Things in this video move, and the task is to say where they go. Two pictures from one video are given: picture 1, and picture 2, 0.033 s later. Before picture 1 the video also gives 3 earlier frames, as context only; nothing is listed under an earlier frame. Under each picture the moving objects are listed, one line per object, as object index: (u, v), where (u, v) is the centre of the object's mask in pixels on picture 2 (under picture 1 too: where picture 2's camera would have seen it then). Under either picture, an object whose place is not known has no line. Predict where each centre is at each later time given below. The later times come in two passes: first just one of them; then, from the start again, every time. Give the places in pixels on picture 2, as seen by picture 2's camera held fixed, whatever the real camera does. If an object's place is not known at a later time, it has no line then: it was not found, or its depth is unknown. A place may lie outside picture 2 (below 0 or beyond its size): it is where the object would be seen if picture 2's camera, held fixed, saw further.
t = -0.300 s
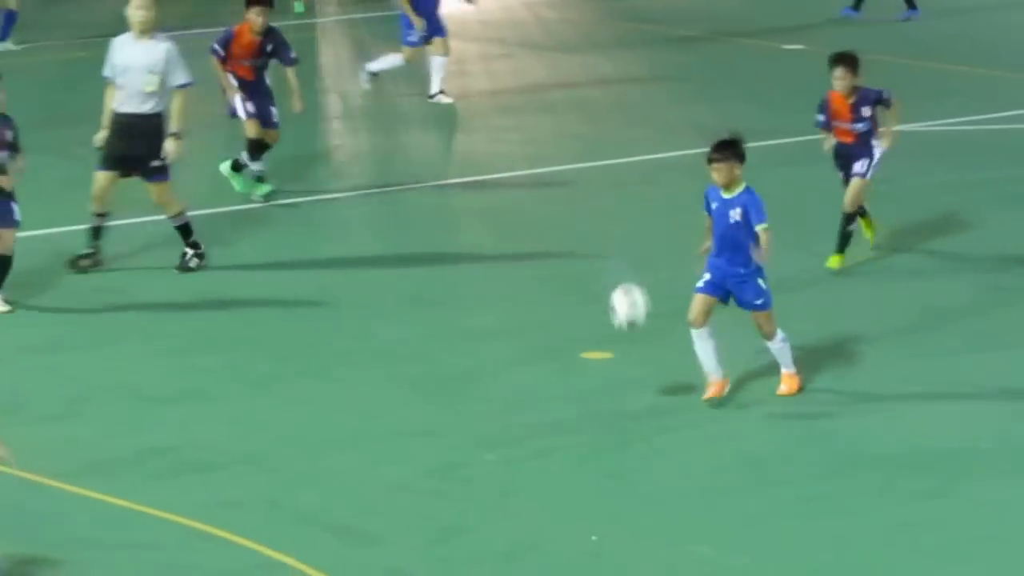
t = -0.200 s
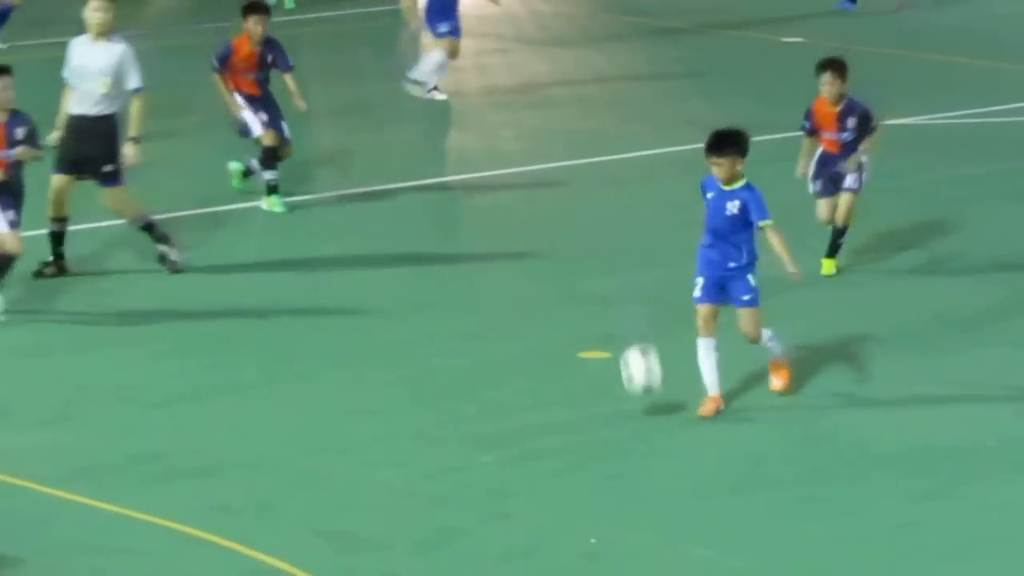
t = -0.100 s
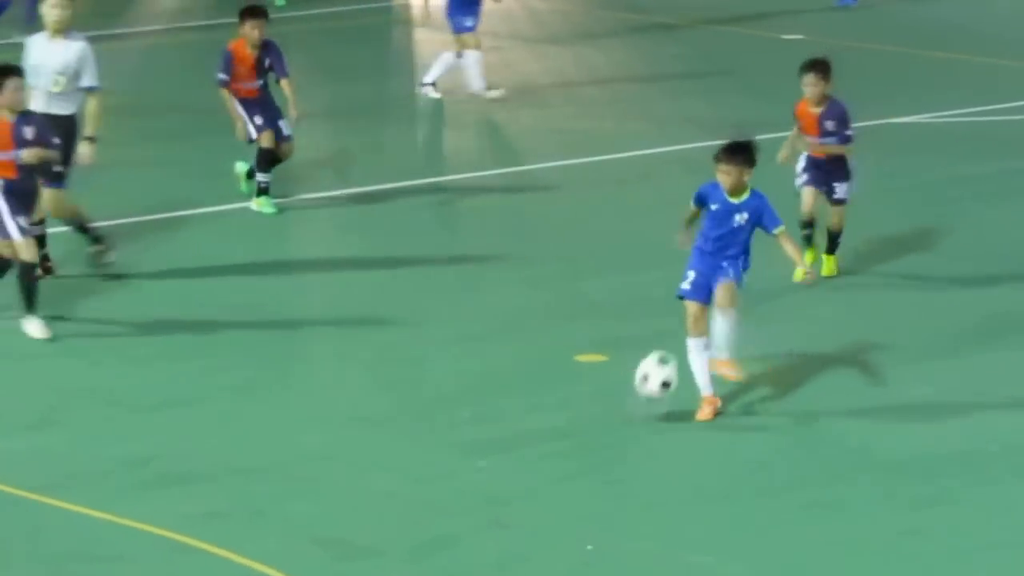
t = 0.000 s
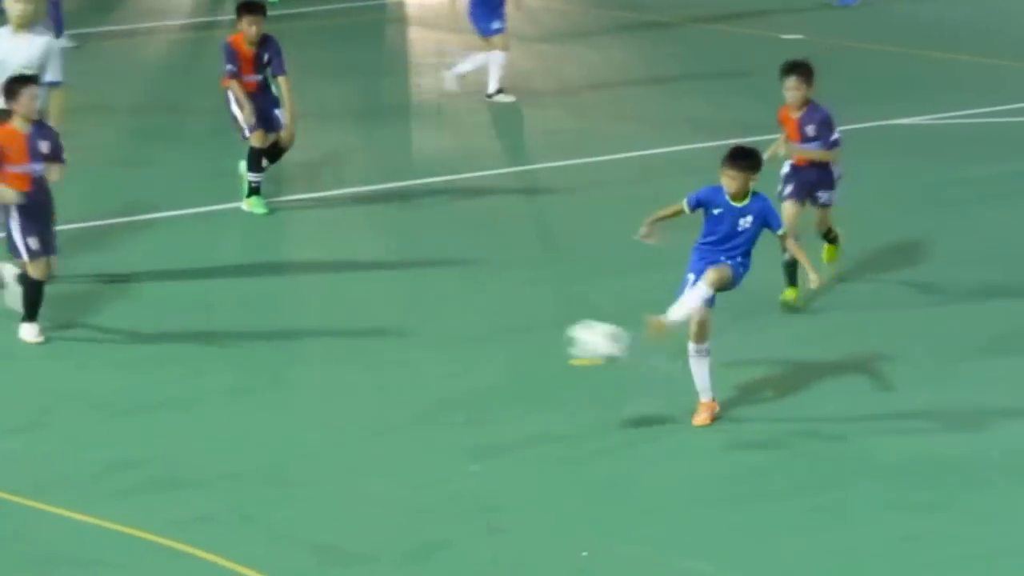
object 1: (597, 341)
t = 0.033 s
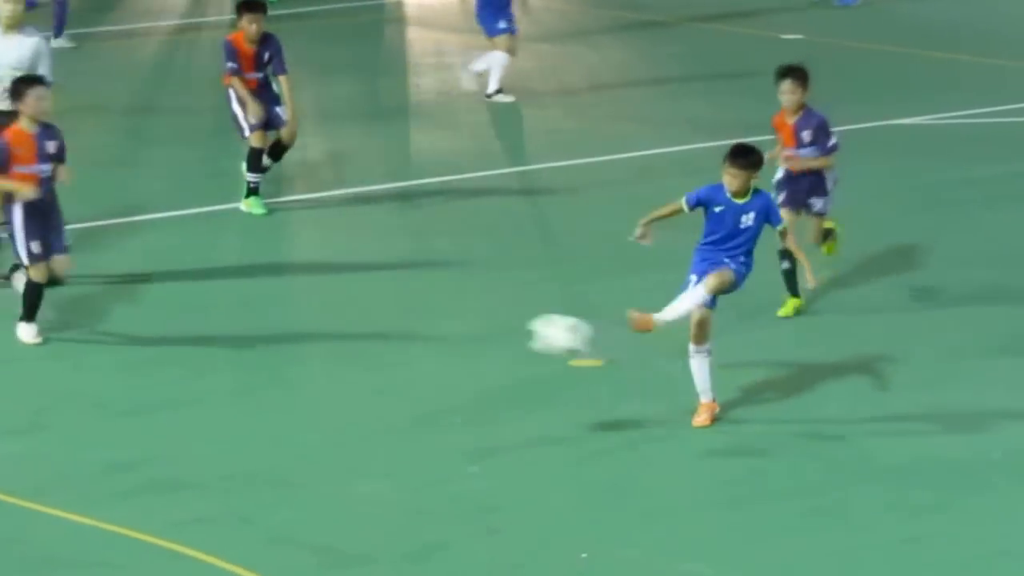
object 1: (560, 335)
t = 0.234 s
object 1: (326, 340)
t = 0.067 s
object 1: (521, 330)
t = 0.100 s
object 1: (483, 328)
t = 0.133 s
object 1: (445, 328)
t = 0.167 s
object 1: (406, 330)
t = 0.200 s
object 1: (366, 335)
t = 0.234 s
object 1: (326, 340)
